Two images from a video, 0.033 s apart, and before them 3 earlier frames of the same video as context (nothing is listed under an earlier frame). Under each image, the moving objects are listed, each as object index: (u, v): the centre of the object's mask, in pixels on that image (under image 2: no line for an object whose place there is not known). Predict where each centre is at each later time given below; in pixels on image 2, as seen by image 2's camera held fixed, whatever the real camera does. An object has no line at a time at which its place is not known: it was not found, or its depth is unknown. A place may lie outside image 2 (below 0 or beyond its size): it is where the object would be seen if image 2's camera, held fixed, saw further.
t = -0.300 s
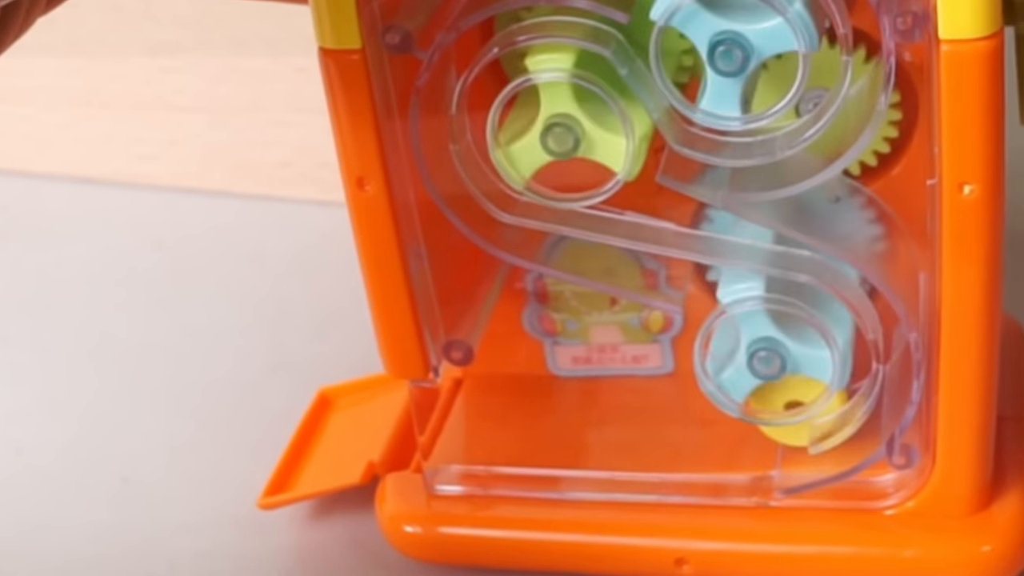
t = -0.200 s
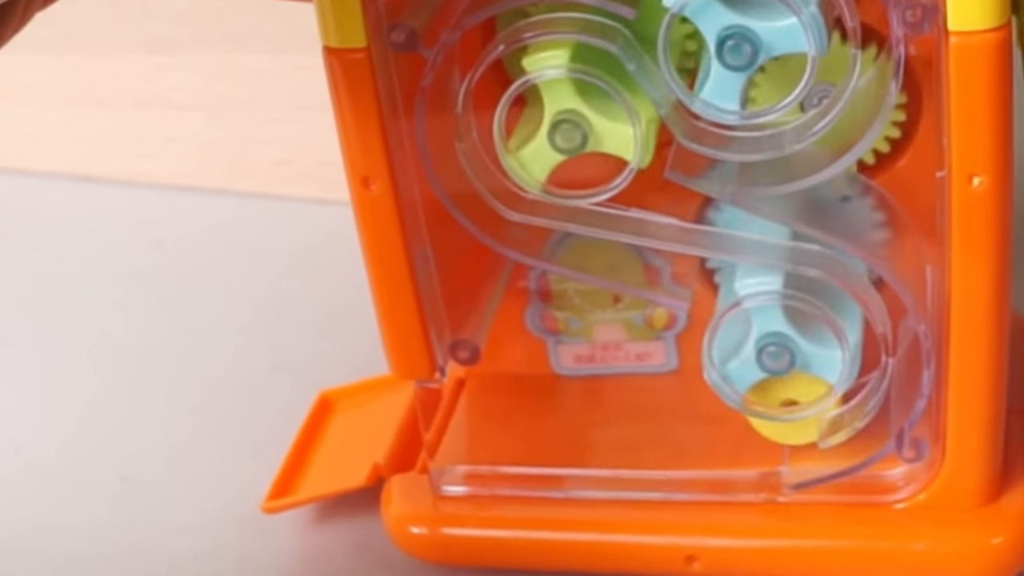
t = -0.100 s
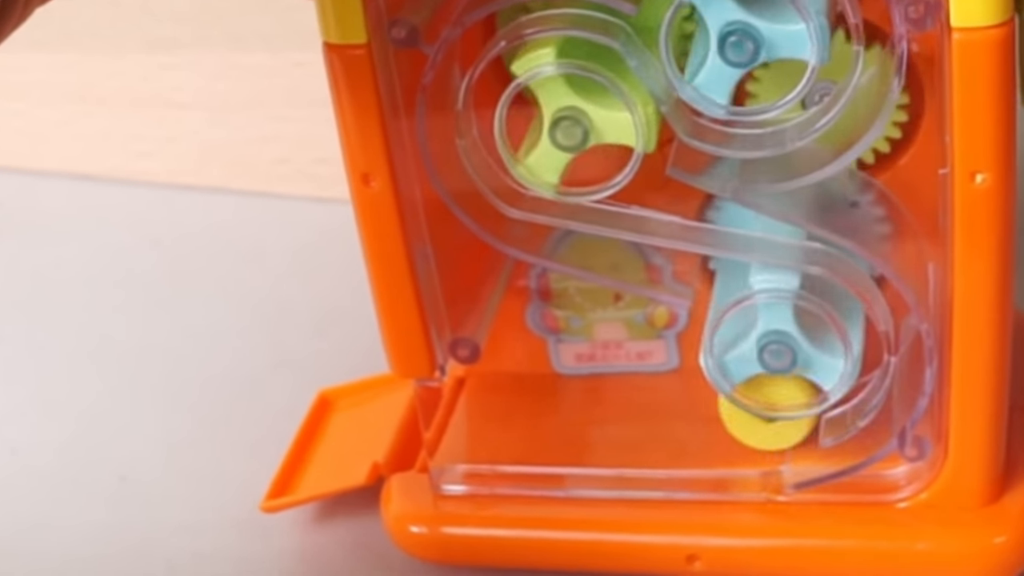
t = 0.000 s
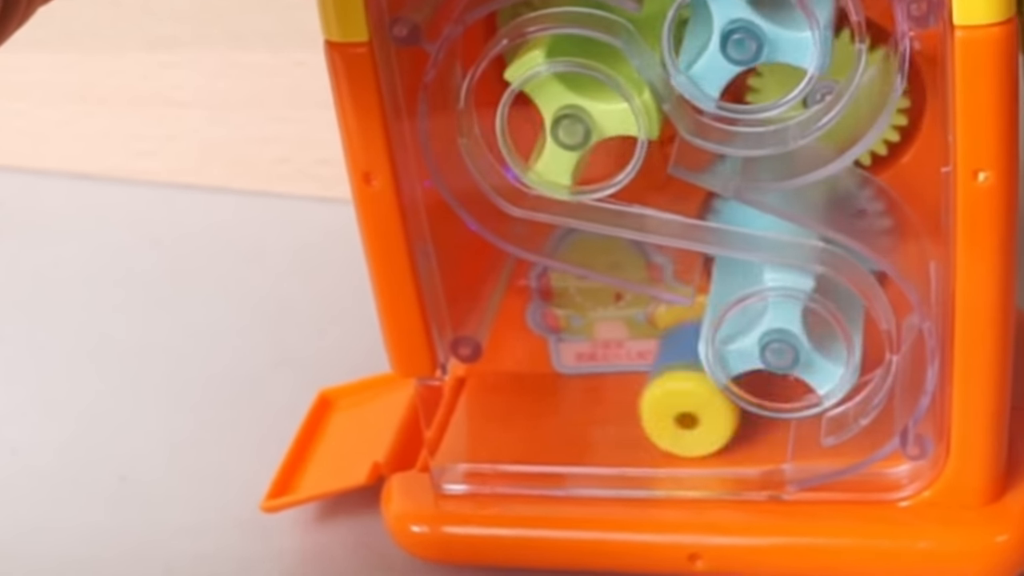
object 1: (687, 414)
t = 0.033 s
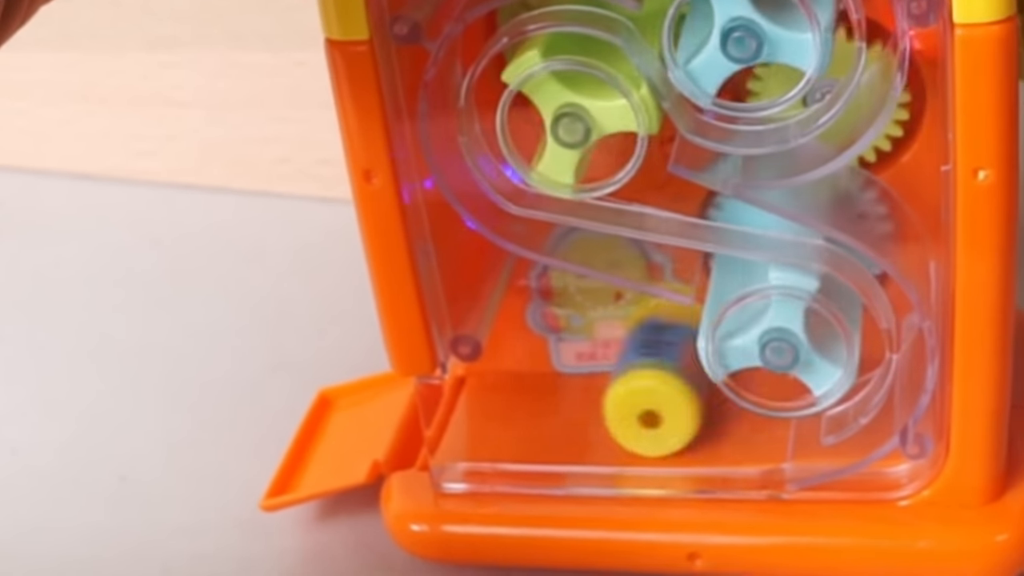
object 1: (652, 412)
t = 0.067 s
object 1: (611, 414)
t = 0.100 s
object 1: (570, 415)
